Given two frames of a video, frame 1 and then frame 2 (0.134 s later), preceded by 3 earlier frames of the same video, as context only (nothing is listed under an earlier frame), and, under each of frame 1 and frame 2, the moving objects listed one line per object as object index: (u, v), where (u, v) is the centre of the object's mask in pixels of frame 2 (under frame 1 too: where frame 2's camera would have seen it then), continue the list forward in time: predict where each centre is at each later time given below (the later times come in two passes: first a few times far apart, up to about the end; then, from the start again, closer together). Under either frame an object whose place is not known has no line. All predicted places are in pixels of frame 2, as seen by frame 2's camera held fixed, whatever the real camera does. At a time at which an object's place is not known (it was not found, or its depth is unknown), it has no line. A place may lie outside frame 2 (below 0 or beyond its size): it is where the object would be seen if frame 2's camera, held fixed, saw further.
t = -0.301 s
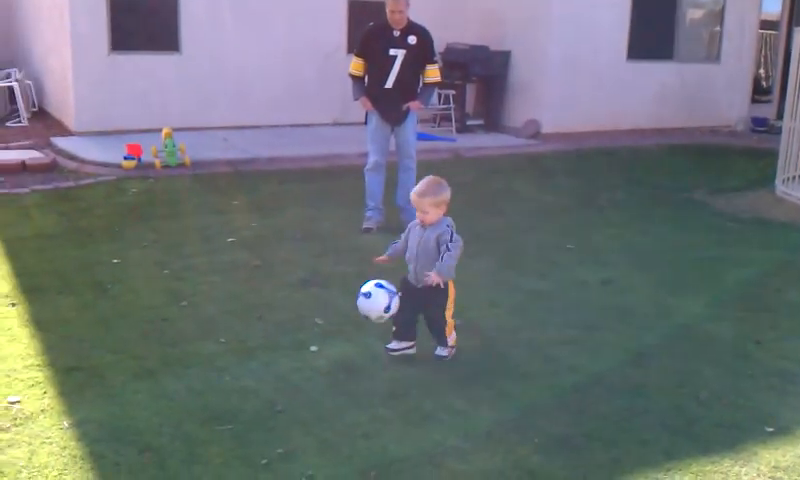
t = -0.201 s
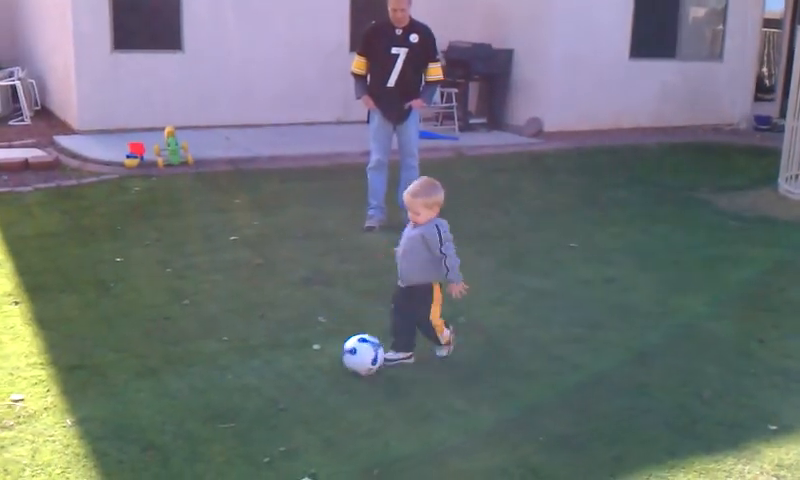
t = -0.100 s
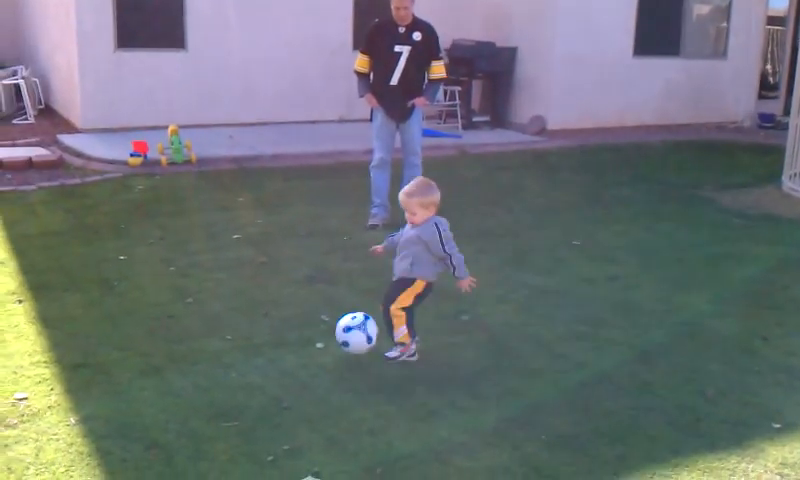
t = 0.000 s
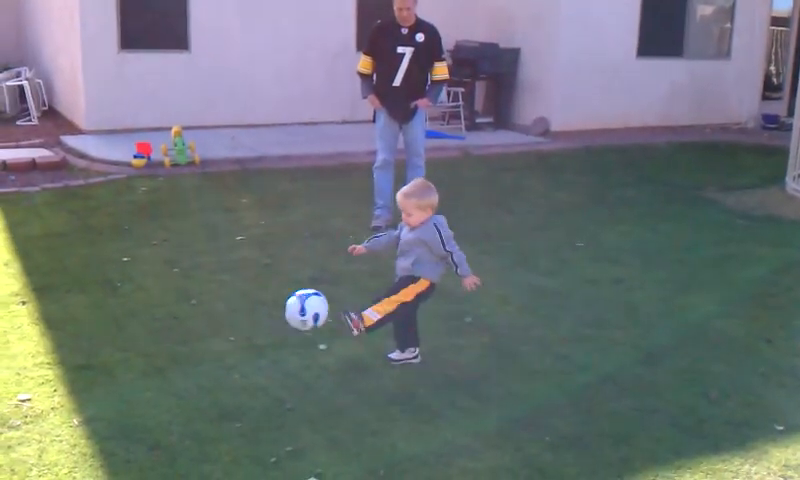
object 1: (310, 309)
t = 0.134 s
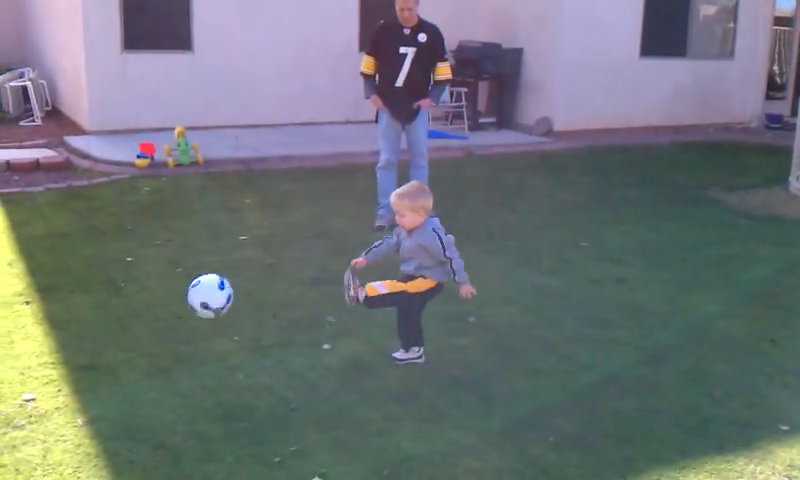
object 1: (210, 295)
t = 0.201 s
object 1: (157, 302)
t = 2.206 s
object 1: (-268, 383)
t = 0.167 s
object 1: (183, 298)
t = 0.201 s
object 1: (157, 302)
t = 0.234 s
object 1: (131, 309)
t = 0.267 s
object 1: (104, 319)
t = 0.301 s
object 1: (77, 330)
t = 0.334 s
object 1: (52, 345)
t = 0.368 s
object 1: (27, 361)
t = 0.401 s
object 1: (2, 380)
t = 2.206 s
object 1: (-268, 383)
